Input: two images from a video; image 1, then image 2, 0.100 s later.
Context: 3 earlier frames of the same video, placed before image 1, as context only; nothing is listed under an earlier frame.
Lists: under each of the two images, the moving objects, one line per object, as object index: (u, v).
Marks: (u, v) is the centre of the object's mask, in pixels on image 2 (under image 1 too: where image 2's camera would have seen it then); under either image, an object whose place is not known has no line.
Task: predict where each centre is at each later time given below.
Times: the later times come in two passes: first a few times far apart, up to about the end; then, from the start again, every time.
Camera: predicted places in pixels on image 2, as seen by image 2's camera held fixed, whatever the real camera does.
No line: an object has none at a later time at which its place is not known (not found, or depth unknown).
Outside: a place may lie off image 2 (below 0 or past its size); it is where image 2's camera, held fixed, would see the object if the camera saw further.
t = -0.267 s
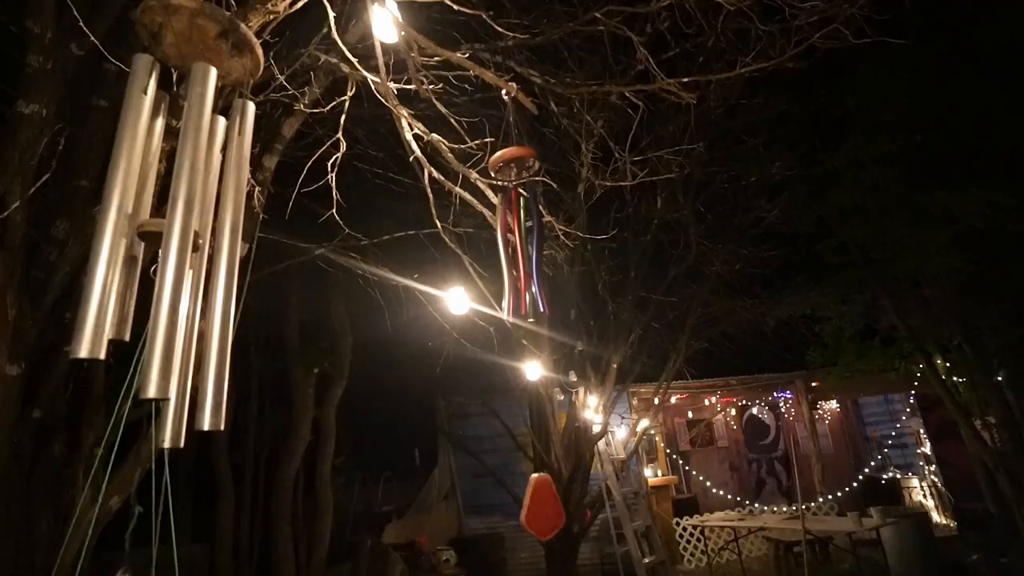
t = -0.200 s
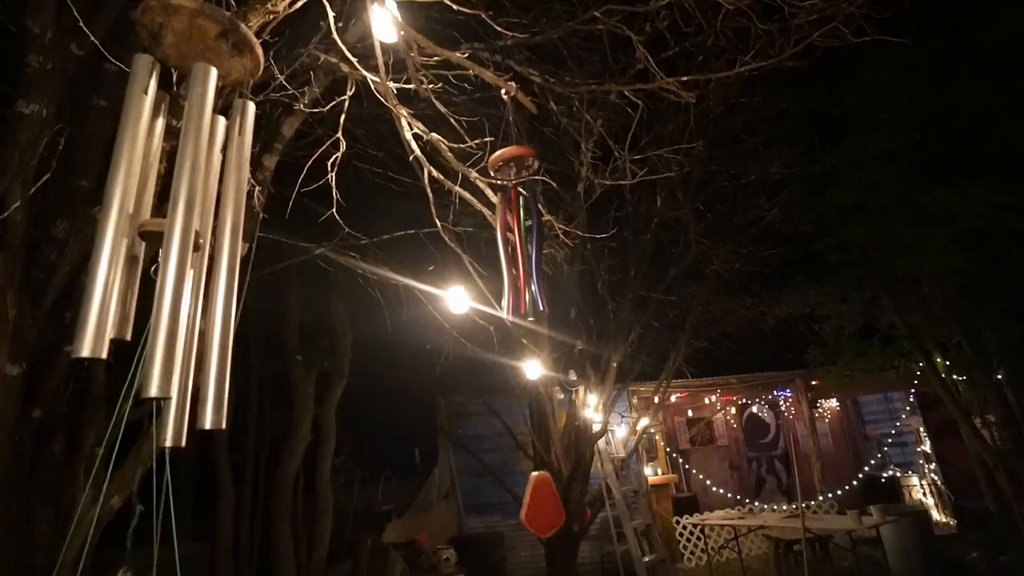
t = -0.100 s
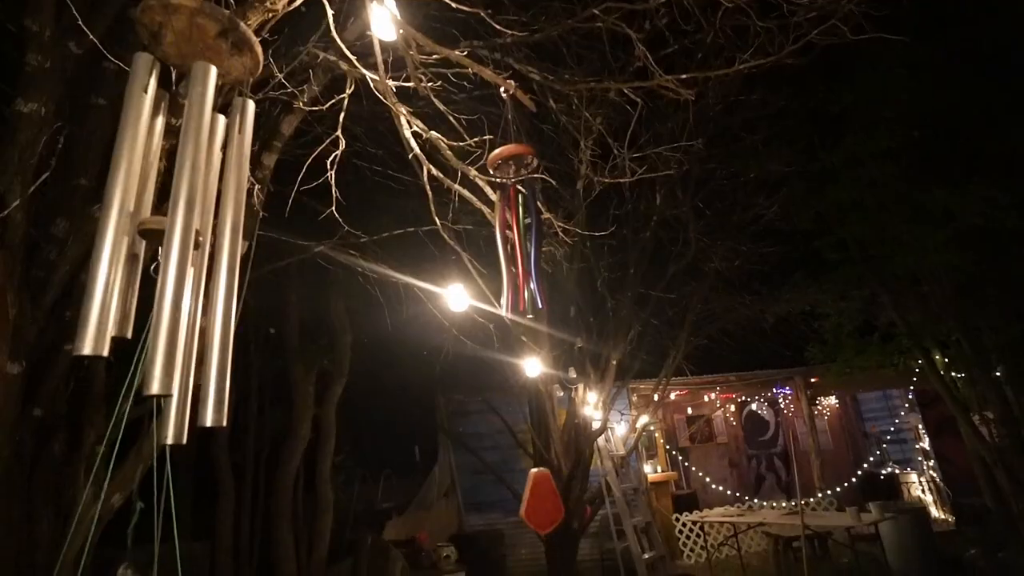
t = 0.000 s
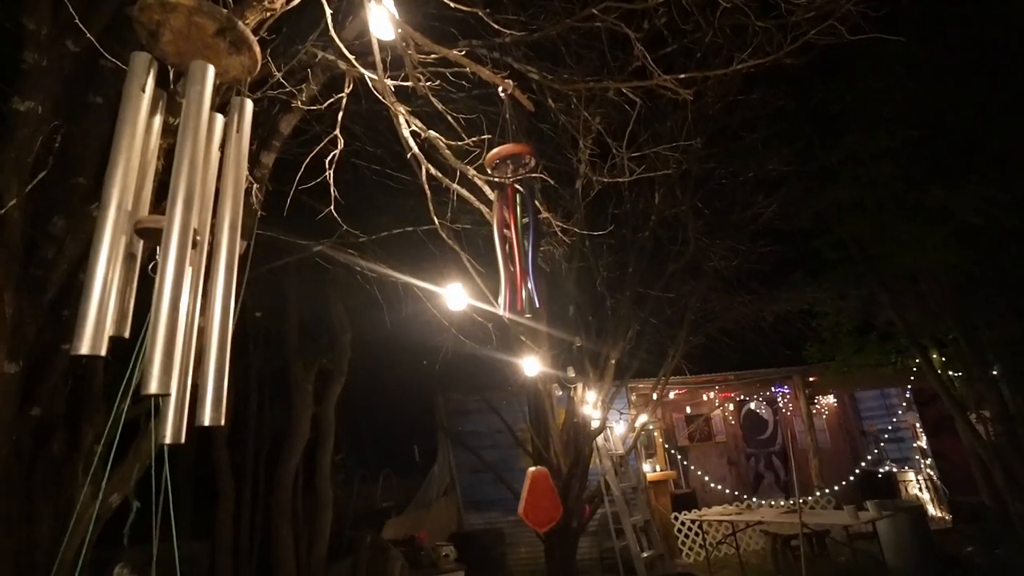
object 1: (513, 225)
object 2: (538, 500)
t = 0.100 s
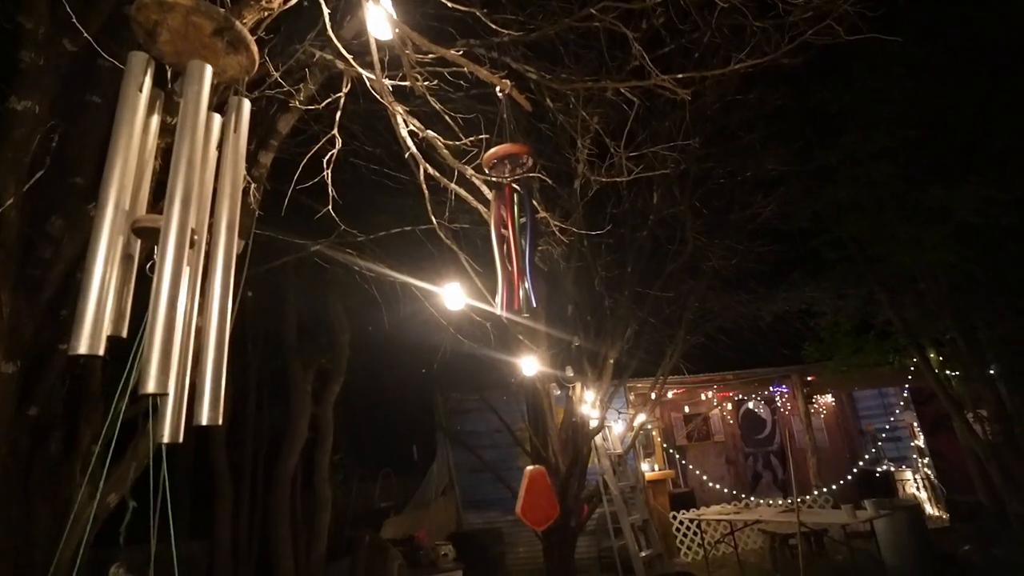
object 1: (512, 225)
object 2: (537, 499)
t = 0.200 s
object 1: (512, 225)
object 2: (536, 499)
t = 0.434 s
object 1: (511, 226)
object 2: (534, 497)
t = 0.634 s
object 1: (510, 226)
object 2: (530, 497)
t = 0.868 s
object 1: (507, 226)
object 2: (526, 497)
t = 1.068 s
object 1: (504, 224)
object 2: (521, 496)
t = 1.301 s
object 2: (514, 495)
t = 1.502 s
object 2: (509, 496)
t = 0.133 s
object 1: (512, 226)
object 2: (537, 499)
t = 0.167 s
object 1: (512, 225)
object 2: (536, 499)
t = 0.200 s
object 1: (512, 225)
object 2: (536, 499)
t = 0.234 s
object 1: (512, 226)
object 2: (536, 498)
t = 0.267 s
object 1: (512, 226)
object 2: (536, 498)
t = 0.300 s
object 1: (512, 226)
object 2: (535, 498)
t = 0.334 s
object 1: (512, 226)
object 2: (535, 498)
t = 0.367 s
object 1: (512, 226)
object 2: (534, 498)
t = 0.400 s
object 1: (511, 226)
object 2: (534, 498)
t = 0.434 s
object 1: (511, 226)
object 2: (534, 497)
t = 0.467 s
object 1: (511, 226)
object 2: (533, 497)
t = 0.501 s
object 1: (511, 226)
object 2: (533, 497)
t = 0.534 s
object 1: (511, 226)
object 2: (532, 497)
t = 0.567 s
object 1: (510, 226)
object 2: (532, 497)
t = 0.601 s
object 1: (510, 226)
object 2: (531, 497)
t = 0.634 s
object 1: (510, 226)
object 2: (530, 497)
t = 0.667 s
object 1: (509, 226)
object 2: (530, 497)
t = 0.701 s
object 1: (509, 226)
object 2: (529, 497)
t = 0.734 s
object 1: (509, 225)
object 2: (528, 497)
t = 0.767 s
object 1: (508, 226)
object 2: (528, 497)
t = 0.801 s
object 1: (508, 226)
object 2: (527, 497)
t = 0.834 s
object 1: (507, 226)
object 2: (526, 497)
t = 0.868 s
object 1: (507, 226)
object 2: (526, 497)
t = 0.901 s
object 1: (506, 226)
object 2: (525, 497)
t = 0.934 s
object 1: (506, 226)
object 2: (524, 497)
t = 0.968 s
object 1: (506, 225)
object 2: (524, 497)
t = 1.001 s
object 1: (505, 224)
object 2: (523, 496)
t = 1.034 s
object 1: (505, 224)
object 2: (522, 496)
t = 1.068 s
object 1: (504, 224)
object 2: (521, 496)
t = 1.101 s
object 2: (520, 496)
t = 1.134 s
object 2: (519, 496)
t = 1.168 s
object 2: (518, 495)
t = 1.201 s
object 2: (518, 495)
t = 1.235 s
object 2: (516, 495)
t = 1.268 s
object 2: (516, 495)
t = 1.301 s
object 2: (514, 495)
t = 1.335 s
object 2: (513, 495)
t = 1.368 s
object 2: (513, 495)
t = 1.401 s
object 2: (512, 495)
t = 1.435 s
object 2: (511, 495)
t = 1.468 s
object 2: (510, 496)
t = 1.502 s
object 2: (509, 496)
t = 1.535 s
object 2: (508, 496)
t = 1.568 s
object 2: (508, 496)
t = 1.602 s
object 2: (507, 496)
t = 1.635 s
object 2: (506, 496)
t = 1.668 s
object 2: (505, 496)
